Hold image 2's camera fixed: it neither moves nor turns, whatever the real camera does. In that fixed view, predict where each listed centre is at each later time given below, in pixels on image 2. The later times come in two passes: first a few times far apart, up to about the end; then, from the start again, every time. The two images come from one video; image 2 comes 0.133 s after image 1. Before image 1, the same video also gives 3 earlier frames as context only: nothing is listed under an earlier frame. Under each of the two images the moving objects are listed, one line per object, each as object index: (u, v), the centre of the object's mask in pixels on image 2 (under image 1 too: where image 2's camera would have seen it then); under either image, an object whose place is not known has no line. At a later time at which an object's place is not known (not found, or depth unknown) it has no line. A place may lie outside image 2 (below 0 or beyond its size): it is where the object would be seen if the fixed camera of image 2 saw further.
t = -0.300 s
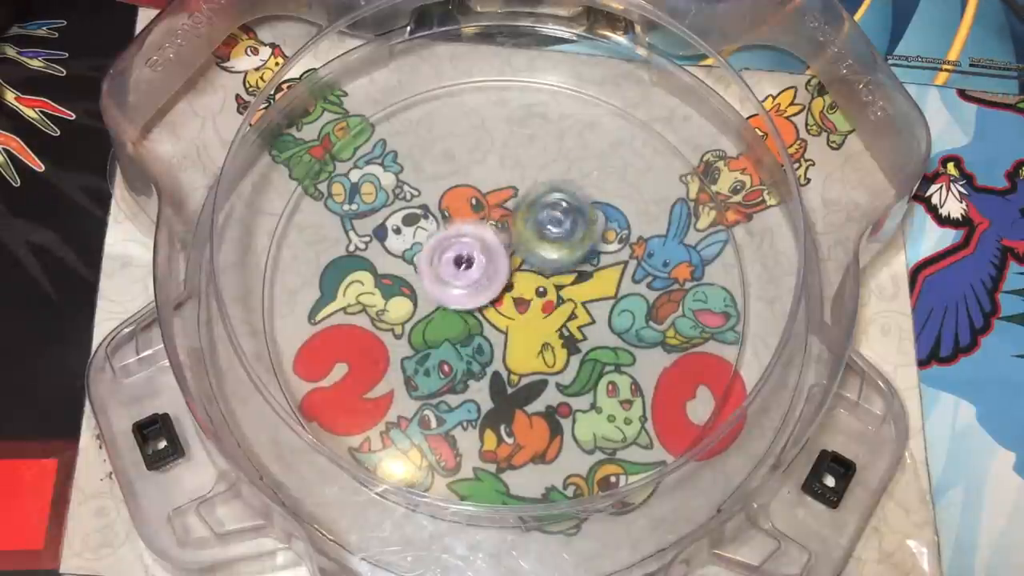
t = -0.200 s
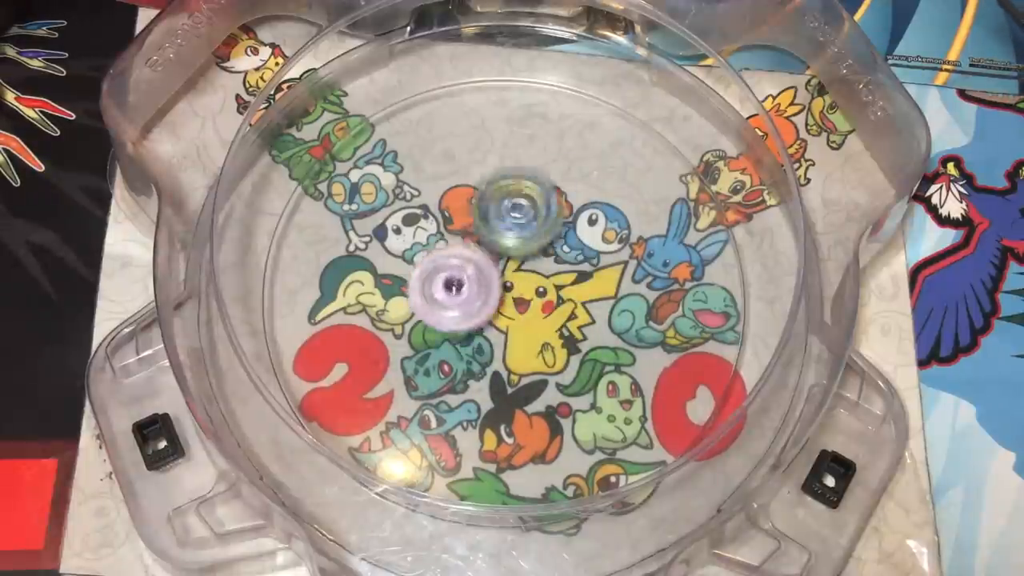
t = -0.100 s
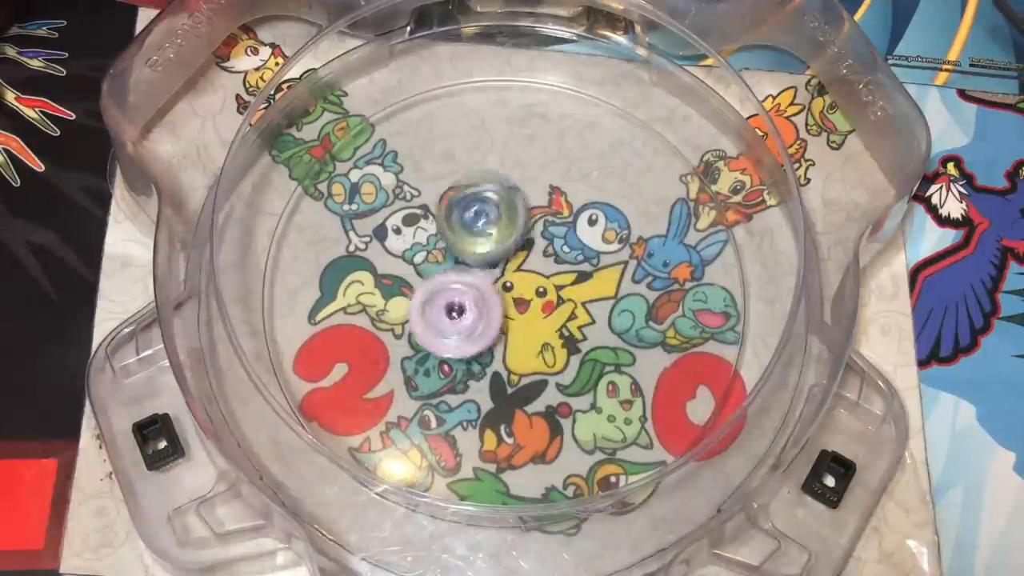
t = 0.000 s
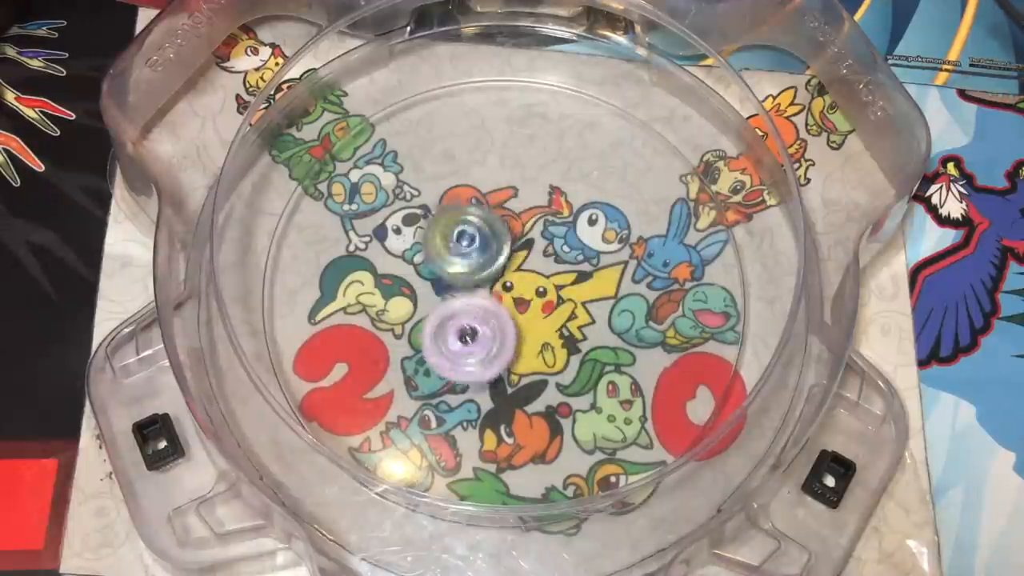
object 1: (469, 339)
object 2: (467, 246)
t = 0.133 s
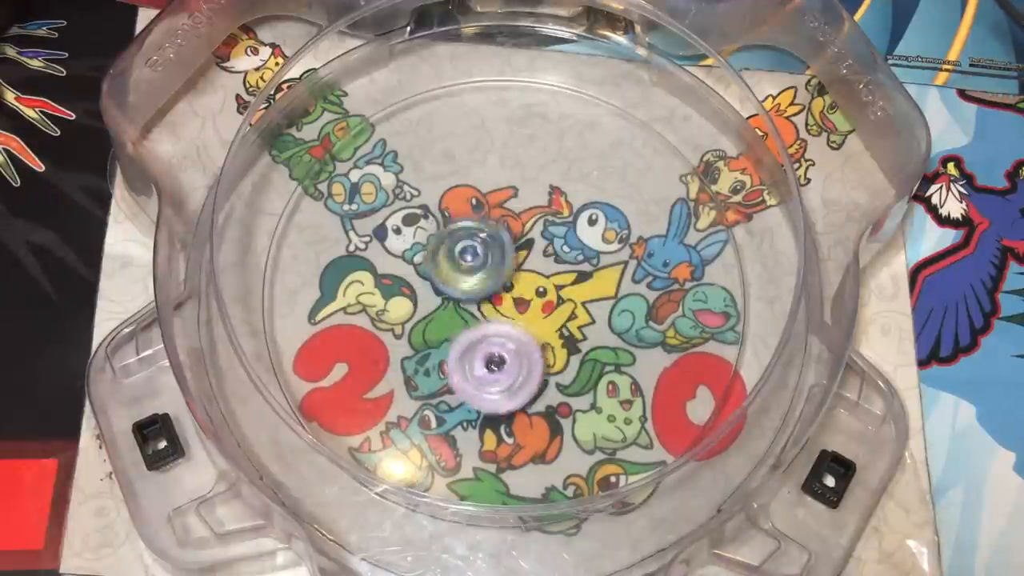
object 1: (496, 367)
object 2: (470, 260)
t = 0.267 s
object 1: (530, 370)
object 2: (491, 276)
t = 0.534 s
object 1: (594, 394)
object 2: (520, 201)
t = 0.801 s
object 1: (568, 325)
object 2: (504, 185)
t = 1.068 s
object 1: (448, 343)
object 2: (546, 171)
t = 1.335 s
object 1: (424, 338)
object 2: (552, 245)
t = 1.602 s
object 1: (475, 278)
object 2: (578, 273)
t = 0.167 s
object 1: (504, 371)
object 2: (474, 265)
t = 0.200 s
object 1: (513, 373)
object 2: (481, 270)
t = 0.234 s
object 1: (521, 372)
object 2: (486, 272)
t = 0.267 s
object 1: (530, 370)
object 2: (491, 276)
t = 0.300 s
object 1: (537, 365)
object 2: (498, 279)
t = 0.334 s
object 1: (547, 369)
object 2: (505, 276)
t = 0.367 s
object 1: (558, 382)
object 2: (510, 260)
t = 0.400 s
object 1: (568, 390)
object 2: (512, 247)
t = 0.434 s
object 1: (577, 395)
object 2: (517, 235)
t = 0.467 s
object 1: (583, 397)
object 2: (516, 224)
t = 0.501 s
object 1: (588, 397)
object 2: (518, 211)
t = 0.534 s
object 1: (594, 394)
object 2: (520, 201)
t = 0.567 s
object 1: (597, 391)
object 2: (521, 190)
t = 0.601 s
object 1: (597, 385)
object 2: (520, 181)
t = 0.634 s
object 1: (597, 377)
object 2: (517, 175)
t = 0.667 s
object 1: (592, 369)
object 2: (513, 173)
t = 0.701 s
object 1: (588, 360)
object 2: (510, 174)
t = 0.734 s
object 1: (583, 349)
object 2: (508, 174)
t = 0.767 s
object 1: (576, 338)
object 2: (505, 178)
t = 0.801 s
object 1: (568, 325)
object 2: (504, 185)
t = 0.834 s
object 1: (559, 311)
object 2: (504, 196)
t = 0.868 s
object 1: (549, 299)
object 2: (506, 207)
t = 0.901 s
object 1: (533, 298)
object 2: (512, 206)
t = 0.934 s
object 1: (512, 315)
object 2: (528, 188)
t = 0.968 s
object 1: (492, 326)
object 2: (535, 177)
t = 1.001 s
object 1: (476, 332)
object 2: (538, 169)
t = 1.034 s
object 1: (462, 338)
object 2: (542, 167)
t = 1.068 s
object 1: (448, 343)
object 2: (546, 171)
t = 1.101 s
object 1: (441, 343)
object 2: (546, 179)
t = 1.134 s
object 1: (433, 347)
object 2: (544, 185)
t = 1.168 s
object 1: (429, 344)
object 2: (545, 194)
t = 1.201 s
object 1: (426, 344)
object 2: (545, 204)
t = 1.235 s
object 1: (427, 343)
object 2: (548, 213)
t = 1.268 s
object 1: (427, 344)
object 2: (548, 222)
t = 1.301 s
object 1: (425, 342)
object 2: (549, 235)
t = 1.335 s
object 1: (424, 338)
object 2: (552, 245)
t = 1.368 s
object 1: (427, 334)
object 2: (556, 257)
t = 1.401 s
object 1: (431, 328)
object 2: (561, 264)
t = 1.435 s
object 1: (435, 321)
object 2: (563, 267)
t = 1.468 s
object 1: (442, 312)
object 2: (567, 269)
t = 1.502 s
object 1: (451, 305)
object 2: (569, 270)
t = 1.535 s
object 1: (457, 297)
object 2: (571, 271)
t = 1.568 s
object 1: (466, 287)
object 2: (576, 274)
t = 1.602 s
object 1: (475, 278)
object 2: (578, 273)
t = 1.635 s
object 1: (485, 270)
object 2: (579, 274)
